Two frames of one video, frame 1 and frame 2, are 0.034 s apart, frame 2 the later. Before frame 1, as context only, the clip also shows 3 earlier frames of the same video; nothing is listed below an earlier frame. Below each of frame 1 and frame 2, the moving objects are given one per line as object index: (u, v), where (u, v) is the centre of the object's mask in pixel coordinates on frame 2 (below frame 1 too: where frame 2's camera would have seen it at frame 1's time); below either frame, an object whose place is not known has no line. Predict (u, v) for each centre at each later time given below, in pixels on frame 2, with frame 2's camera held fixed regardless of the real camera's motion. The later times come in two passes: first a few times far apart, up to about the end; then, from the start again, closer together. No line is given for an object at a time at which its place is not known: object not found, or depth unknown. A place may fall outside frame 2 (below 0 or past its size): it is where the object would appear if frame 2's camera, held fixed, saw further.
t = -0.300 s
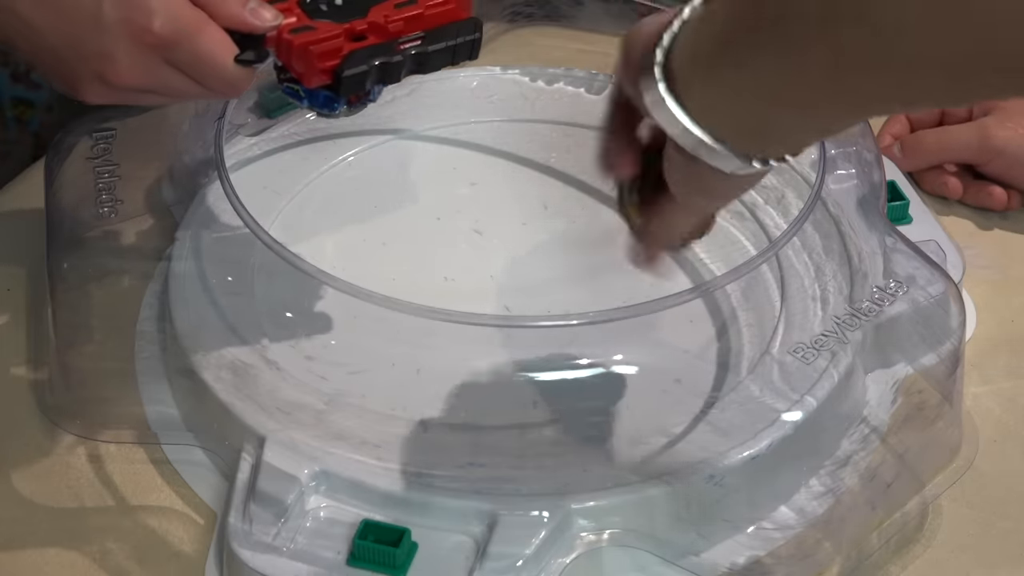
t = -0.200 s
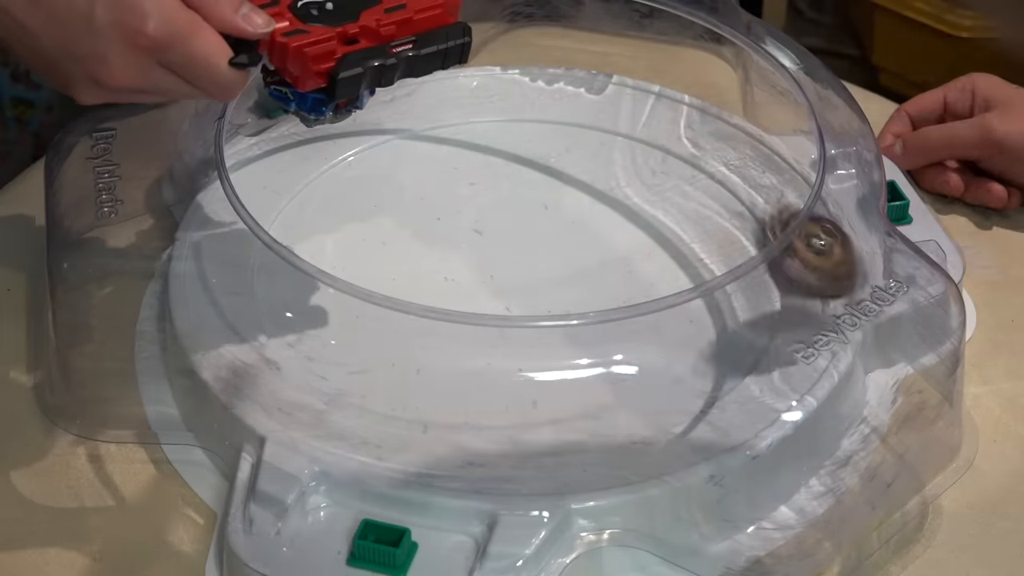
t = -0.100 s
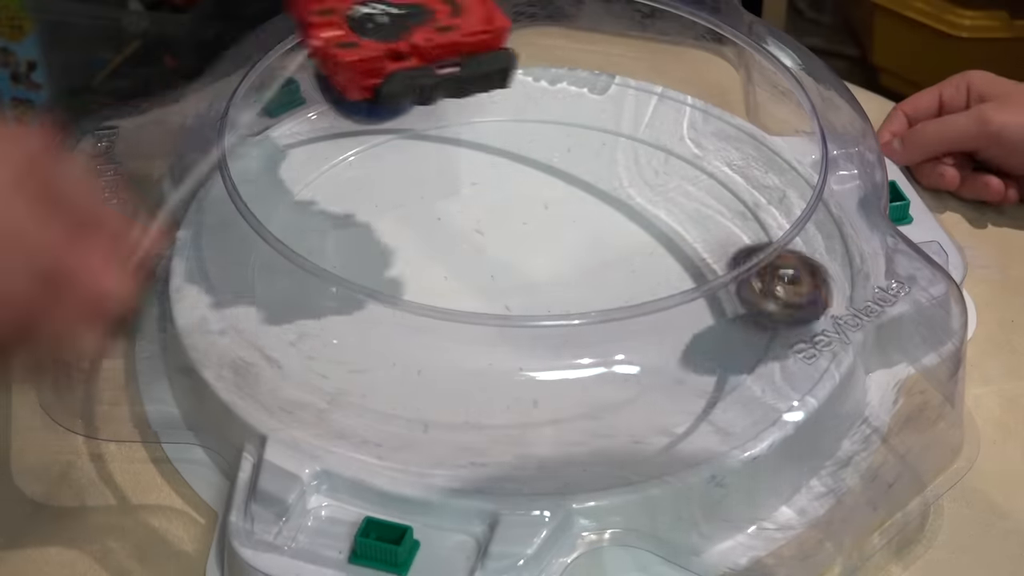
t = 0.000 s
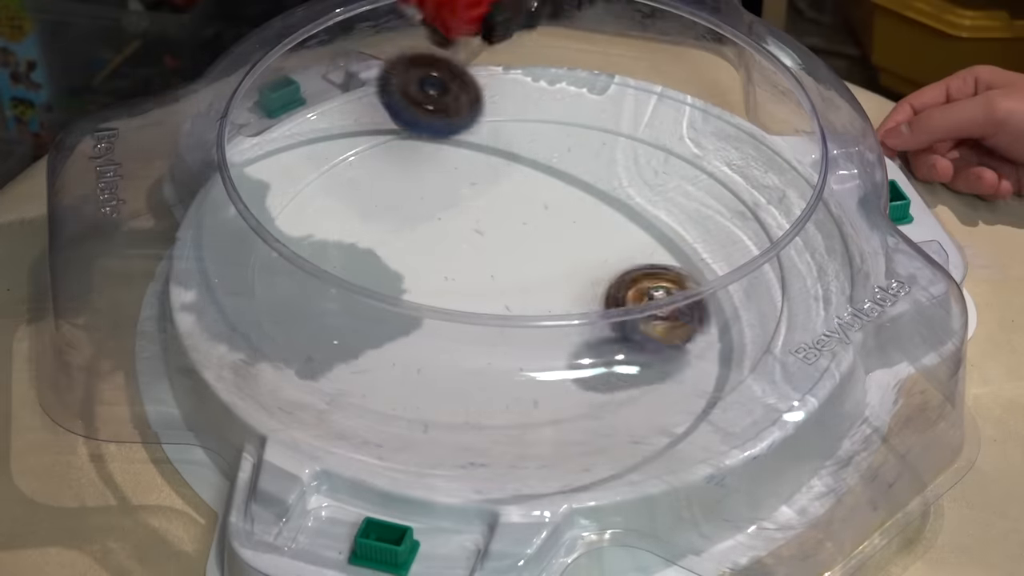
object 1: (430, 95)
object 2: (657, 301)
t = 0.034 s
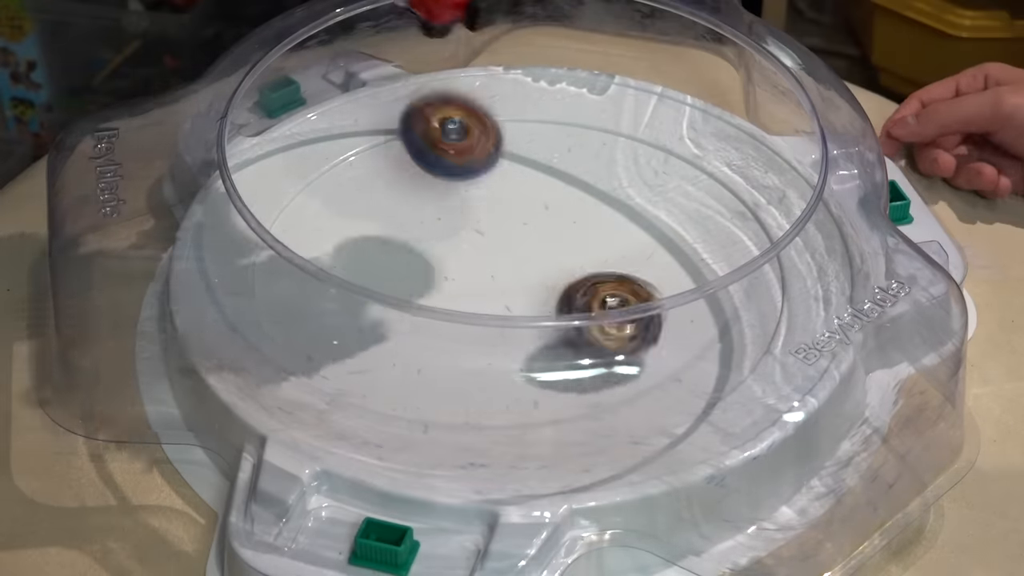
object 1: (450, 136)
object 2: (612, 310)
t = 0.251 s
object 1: (617, 217)
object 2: (416, 278)
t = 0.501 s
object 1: (684, 219)
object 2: (422, 274)
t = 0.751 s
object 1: (592, 236)
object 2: (454, 271)
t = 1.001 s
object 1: (732, 171)
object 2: (288, 265)
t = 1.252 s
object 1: (571, 225)
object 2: (490, 291)
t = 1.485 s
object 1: (635, 194)
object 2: (499, 388)
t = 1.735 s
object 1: (683, 249)
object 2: (597, 351)
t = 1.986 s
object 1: (734, 270)
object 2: (443, 264)
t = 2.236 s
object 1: (603, 282)
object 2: (403, 211)
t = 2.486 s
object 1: (427, 335)
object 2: (456, 207)
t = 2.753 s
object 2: (550, 179)
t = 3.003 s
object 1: (559, 325)
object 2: (557, 216)
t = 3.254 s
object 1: (464, 274)
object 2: (559, 197)
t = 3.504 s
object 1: (313, 240)
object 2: (565, 218)
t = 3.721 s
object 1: (307, 271)
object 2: (571, 254)
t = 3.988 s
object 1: (455, 258)
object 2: (611, 276)
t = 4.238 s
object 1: (359, 140)
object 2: (688, 284)
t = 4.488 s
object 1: (402, 202)
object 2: (597, 278)
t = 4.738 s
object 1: (452, 161)
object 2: (651, 369)
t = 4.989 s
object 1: (493, 138)
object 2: (583, 374)
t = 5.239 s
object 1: (559, 203)
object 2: (522, 278)
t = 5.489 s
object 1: (744, 226)
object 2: (335, 230)
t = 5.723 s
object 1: (703, 255)
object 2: (329, 228)
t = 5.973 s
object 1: (607, 300)
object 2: (425, 271)
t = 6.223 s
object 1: (639, 337)
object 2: (311, 196)
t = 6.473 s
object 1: (466, 307)
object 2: (470, 233)
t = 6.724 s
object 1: (414, 274)
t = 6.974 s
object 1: (461, 254)
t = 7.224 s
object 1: (365, 243)
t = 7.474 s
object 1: (500, 256)
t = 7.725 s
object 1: (522, 221)
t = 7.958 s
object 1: (504, 225)
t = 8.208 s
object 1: (534, 275)
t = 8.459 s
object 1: (612, 265)
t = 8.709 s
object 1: (577, 246)
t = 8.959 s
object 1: (513, 244)
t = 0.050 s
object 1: (461, 163)
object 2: (589, 313)
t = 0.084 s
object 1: (483, 203)
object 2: (550, 312)
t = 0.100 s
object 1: (497, 195)
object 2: (529, 314)
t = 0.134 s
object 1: (525, 192)
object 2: (495, 294)
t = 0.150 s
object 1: (540, 198)
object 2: (480, 292)
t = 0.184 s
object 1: (568, 221)
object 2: (451, 289)
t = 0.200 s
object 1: (579, 214)
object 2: (439, 286)
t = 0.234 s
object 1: (604, 211)
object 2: (424, 280)
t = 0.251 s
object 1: (617, 217)
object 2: (416, 278)
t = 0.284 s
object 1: (638, 220)
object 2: (408, 276)
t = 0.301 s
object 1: (647, 220)
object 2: (406, 274)
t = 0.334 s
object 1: (664, 219)
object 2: (405, 274)
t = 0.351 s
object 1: (671, 219)
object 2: (405, 273)
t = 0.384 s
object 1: (681, 217)
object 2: (408, 274)
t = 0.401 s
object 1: (684, 217)
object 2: (411, 274)
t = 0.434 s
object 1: (688, 215)
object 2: (414, 274)
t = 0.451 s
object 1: (688, 217)
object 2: (416, 275)
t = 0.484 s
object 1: (686, 219)
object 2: (419, 275)
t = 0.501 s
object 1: (684, 219)
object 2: (422, 274)
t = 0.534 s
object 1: (675, 222)
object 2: (427, 274)
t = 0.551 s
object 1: (671, 223)
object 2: (430, 273)
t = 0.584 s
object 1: (657, 226)
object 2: (435, 275)
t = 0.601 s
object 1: (650, 228)
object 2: (437, 274)
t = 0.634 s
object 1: (635, 231)
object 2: (445, 274)
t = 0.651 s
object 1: (626, 233)
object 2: (449, 274)
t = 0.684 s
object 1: (608, 235)
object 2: (460, 272)
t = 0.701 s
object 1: (599, 234)
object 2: (465, 271)
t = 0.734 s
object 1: (580, 238)
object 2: (475, 268)
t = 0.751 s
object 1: (592, 236)
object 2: (454, 271)
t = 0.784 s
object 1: (631, 216)
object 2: (409, 268)
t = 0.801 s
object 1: (647, 211)
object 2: (391, 263)
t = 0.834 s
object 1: (678, 199)
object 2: (345, 274)
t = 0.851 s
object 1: (689, 188)
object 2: (332, 271)
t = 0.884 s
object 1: (710, 183)
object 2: (305, 267)
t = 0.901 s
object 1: (718, 187)
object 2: (296, 267)
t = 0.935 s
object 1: (729, 168)
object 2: (280, 261)
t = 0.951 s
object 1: (733, 166)
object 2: (274, 261)
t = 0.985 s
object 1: (734, 169)
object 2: (280, 264)
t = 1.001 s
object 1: (732, 171)
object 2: (288, 265)
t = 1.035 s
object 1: (719, 173)
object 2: (308, 268)
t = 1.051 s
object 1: (712, 178)
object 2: (321, 267)
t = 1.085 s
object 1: (694, 185)
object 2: (345, 275)
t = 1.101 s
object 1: (683, 185)
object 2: (357, 278)
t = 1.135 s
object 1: (662, 195)
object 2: (387, 271)
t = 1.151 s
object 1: (649, 199)
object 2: (400, 274)
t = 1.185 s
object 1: (623, 206)
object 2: (430, 283)
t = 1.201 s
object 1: (611, 216)
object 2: (444, 284)
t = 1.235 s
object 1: (584, 219)
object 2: (475, 289)
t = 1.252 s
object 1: (571, 225)
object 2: (490, 291)
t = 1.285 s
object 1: (554, 238)
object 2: (500, 299)
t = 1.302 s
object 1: (559, 229)
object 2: (493, 299)
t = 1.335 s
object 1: (572, 214)
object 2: (492, 336)
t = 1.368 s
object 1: (585, 210)
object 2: (486, 353)
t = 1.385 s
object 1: (591, 200)
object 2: (486, 356)
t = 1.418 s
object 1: (607, 193)
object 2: (486, 377)
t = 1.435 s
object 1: (614, 195)
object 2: (485, 388)
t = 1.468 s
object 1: (627, 193)
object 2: (493, 387)
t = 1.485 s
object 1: (635, 194)
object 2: (499, 388)
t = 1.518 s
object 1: (648, 196)
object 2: (509, 389)
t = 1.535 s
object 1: (653, 198)
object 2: (514, 388)
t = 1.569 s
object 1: (664, 204)
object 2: (527, 385)
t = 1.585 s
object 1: (668, 207)
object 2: (536, 382)
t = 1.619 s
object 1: (677, 214)
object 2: (555, 375)
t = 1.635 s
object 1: (680, 217)
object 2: (563, 371)
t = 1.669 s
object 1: (684, 228)
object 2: (578, 360)
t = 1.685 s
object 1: (686, 234)
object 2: (583, 356)
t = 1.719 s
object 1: (684, 245)
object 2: (594, 350)
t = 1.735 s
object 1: (683, 249)
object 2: (597, 351)
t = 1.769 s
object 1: (677, 258)
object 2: (601, 331)
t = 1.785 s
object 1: (683, 258)
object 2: (599, 315)
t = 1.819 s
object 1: (700, 255)
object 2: (572, 317)
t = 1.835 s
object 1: (711, 263)
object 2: (553, 321)
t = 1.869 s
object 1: (725, 265)
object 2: (527, 306)
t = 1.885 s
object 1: (730, 267)
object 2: (516, 288)
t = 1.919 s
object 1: (736, 269)
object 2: (487, 284)
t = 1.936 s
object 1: (737, 269)
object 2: (476, 281)
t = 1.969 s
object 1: (734, 270)
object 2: (454, 269)
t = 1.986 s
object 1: (734, 270)
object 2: (443, 264)
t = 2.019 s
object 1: (728, 272)
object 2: (428, 251)
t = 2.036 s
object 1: (723, 275)
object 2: (424, 244)
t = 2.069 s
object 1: (709, 275)
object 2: (414, 235)
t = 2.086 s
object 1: (701, 277)
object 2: (410, 229)
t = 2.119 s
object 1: (681, 279)
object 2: (405, 223)
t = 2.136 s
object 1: (673, 278)
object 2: (403, 218)
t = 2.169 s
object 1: (649, 276)
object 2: (401, 214)
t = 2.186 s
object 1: (637, 277)
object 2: (401, 211)
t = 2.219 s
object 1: (616, 280)
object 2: (402, 210)
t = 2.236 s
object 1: (603, 282)
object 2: (403, 211)
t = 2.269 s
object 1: (578, 284)
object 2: (406, 212)
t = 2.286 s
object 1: (565, 286)
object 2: (408, 213)
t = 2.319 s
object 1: (539, 286)
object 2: (414, 214)
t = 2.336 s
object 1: (527, 288)
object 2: (418, 215)
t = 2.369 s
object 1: (504, 287)
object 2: (425, 219)
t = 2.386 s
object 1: (493, 287)
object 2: (428, 219)
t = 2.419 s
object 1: (472, 286)
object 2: (437, 226)
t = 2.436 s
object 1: (464, 287)
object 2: (439, 227)
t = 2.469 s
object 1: (433, 322)
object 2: (449, 218)
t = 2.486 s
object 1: (427, 335)
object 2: (456, 207)
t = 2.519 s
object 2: (469, 193)
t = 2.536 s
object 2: (474, 187)
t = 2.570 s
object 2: (489, 178)
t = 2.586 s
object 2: (496, 175)
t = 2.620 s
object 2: (511, 173)
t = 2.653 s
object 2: (524, 172)
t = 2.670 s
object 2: (529, 173)
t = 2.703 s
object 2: (540, 174)
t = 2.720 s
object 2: (544, 176)
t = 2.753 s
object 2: (550, 179)
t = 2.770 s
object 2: (551, 182)
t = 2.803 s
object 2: (553, 186)
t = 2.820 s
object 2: (554, 187)
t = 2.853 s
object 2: (556, 193)
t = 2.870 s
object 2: (556, 195)
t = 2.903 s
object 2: (556, 202)
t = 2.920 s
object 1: (556, 365)
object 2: (556, 205)
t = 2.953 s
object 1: (559, 350)
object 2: (557, 209)
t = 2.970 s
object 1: (560, 345)
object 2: (558, 211)
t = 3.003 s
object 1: (559, 325)
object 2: (557, 216)
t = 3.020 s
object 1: (556, 318)
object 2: (558, 219)
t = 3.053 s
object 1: (553, 293)
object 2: (558, 222)
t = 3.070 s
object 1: (550, 290)
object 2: (558, 223)
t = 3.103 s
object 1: (539, 282)
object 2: (563, 213)
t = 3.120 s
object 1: (533, 283)
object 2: (561, 211)
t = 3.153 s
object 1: (520, 285)
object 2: (562, 201)
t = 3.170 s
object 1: (513, 279)
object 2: (562, 199)
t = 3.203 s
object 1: (495, 280)
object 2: (561, 197)
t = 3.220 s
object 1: (485, 278)
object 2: (561, 197)
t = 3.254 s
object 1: (464, 274)
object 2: (559, 197)
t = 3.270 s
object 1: (453, 270)
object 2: (559, 197)
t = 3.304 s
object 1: (431, 266)
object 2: (560, 199)
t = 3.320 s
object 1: (420, 265)
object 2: (560, 201)
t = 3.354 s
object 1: (397, 260)
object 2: (561, 203)
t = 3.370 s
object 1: (386, 257)
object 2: (561, 204)
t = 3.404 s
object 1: (365, 253)
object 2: (563, 208)
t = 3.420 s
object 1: (354, 251)
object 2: (563, 209)
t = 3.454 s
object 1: (335, 245)
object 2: (563, 212)
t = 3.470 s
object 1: (327, 243)
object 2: (563, 213)
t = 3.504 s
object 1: (313, 240)
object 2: (565, 218)
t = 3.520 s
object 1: (296, 246)
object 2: (565, 220)
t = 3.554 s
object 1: (284, 247)
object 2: (565, 225)
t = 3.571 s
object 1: (278, 247)
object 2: (565, 227)
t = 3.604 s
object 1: (271, 250)
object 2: (566, 233)
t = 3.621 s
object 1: (271, 253)
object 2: (566, 236)
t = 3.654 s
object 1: (280, 258)
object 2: (567, 243)
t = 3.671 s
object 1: (286, 262)
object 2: (568, 246)
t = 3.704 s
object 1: (299, 267)
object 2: (570, 251)
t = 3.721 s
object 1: (307, 271)
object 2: (571, 254)
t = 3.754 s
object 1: (325, 276)
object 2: (572, 259)
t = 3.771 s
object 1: (335, 279)
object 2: (573, 261)
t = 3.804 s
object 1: (356, 283)
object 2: (576, 265)
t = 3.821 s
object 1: (367, 285)
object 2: (576, 267)
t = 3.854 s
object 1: (389, 287)
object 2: (577, 269)
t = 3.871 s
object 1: (403, 283)
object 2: (578, 270)
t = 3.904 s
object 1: (429, 277)
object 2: (580, 271)
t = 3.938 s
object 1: (453, 273)
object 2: (578, 271)
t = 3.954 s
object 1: (465, 270)
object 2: (579, 271)
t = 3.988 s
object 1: (455, 258)
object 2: (611, 276)
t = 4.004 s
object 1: (448, 247)
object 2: (625, 274)
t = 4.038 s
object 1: (434, 228)
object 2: (652, 273)
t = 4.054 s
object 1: (425, 218)
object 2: (661, 274)
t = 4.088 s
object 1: (411, 197)
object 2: (678, 280)
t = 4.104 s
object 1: (404, 189)
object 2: (686, 284)
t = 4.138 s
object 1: (390, 174)
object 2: (694, 286)
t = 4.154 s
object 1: (385, 166)
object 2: (696, 286)
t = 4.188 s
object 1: (373, 154)
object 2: (694, 287)
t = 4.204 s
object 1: (368, 147)
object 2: (692, 285)
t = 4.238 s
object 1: (359, 140)
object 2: (688, 284)
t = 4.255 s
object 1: (355, 138)
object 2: (686, 285)
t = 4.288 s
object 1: (349, 136)
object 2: (679, 283)
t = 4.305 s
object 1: (349, 139)
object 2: (671, 275)
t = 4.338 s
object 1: (351, 147)
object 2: (661, 277)
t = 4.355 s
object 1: (354, 152)
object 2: (656, 277)
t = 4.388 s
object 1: (360, 162)
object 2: (643, 279)
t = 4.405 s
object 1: (366, 169)
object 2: (637, 279)
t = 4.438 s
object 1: (378, 183)
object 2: (622, 280)
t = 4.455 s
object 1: (385, 190)
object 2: (614, 280)
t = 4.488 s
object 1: (402, 202)
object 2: (597, 278)
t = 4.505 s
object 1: (411, 208)
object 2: (587, 278)
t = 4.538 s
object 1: (432, 221)
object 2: (568, 276)
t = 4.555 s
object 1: (444, 226)
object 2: (557, 274)
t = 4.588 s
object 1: (453, 223)
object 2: (561, 284)
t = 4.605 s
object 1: (451, 213)
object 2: (573, 287)
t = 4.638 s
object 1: (445, 197)
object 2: (602, 318)
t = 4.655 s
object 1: (443, 189)
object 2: (612, 324)
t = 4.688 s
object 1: (446, 177)
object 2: (636, 354)
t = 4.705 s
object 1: (446, 170)
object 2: (639, 355)
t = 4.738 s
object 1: (452, 161)
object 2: (651, 369)
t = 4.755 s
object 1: (455, 155)
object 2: (657, 372)
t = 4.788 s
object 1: (460, 145)
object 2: (660, 385)
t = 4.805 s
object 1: (464, 143)
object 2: (658, 386)
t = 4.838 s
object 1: (470, 136)
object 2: (649, 388)
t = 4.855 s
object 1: (472, 133)
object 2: (643, 390)
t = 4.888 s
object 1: (479, 132)
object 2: (629, 395)
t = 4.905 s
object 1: (481, 130)
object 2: (621, 391)
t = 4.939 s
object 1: (486, 134)
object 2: (605, 384)
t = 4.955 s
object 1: (489, 135)
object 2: (596, 384)
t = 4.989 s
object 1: (493, 138)
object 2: (583, 374)
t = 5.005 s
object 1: (497, 142)
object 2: (576, 372)
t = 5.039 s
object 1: (504, 147)
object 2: (560, 362)
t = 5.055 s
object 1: (506, 151)
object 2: (552, 359)
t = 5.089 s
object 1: (515, 161)
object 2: (541, 352)
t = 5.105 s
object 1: (518, 163)
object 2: (540, 335)
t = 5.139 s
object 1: (526, 175)
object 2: (535, 320)
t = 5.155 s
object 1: (531, 179)
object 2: (533, 314)
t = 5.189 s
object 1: (538, 189)
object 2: (530, 291)
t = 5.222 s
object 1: (552, 201)
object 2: (524, 283)
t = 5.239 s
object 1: (559, 203)
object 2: (522, 278)
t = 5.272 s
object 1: (583, 217)
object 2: (505, 272)
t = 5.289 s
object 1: (602, 215)
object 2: (485, 269)
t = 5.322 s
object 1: (643, 218)
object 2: (450, 264)
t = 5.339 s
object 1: (659, 219)
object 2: (434, 262)
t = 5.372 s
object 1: (691, 223)
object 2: (406, 255)
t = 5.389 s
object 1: (703, 223)
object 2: (394, 251)
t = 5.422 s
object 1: (724, 227)
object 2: (373, 244)
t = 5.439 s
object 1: (731, 226)
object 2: (362, 240)
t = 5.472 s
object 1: (741, 226)
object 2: (343, 234)
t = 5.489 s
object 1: (744, 226)
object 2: (335, 230)
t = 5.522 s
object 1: (753, 234)
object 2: (320, 224)
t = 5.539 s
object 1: (753, 236)
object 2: (313, 221)
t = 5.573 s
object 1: (752, 238)
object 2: (306, 219)
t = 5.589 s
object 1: (750, 240)
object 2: (304, 218)
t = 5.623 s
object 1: (743, 245)
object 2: (305, 219)
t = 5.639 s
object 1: (739, 247)
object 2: (306, 220)
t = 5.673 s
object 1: (722, 246)
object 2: (313, 222)
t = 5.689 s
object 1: (718, 249)
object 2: (318, 224)
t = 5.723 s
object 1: (703, 255)
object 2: (329, 228)
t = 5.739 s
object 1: (693, 259)
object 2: (336, 232)
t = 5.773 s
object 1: (677, 266)
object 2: (352, 238)
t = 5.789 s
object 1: (665, 270)
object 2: (362, 241)
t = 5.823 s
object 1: (646, 275)
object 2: (381, 250)
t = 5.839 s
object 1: (635, 278)
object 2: (392, 255)
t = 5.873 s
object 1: (614, 284)
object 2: (414, 265)
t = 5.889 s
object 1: (603, 286)
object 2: (425, 271)
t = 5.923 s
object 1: (583, 291)
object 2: (449, 277)
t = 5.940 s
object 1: (571, 293)
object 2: (460, 281)
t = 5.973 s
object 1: (607, 300)
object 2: (425, 271)
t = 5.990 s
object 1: (628, 321)
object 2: (401, 262)
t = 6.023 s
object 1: (670, 332)
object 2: (356, 245)
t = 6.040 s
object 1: (690, 335)
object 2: (336, 235)
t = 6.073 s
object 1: (717, 340)
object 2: (312, 217)
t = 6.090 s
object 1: (711, 338)
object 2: (300, 209)
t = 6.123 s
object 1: (698, 339)
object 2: (288, 198)
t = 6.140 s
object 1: (690, 340)
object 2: (286, 192)
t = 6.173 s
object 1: (673, 336)
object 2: (288, 194)
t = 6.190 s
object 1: (662, 338)
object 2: (295, 195)
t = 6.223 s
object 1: (639, 337)
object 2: (311, 196)
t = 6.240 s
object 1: (627, 337)
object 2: (320, 197)
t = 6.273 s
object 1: (601, 325)
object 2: (341, 203)
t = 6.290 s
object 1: (591, 322)
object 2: (350, 205)
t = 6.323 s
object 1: (564, 321)
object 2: (373, 214)
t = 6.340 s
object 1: (550, 315)
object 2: (385, 218)
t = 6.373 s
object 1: (525, 298)
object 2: (407, 225)
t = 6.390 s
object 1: (517, 298)
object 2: (419, 232)
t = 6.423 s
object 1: (495, 302)
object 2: (440, 240)
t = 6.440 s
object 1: (483, 302)
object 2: (449, 240)
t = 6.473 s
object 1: (466, 307)
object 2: (470, 233)
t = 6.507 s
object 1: (453, 308)
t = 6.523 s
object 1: (448, 313)
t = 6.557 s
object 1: (438, 310)
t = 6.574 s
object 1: (434, 305)
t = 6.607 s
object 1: (425, 302)
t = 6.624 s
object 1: (422, 300)
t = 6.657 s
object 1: (416, 293)
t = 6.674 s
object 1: (415, 292)
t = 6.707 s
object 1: (415, 279)
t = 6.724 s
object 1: (414, 274)
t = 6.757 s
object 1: (417, 272)
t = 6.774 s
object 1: (420, 273)
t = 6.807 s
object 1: (424, 270)
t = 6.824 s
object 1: (427, 269)
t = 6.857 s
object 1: (433, 266)
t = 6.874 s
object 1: (436, 261)
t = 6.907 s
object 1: (444, 257)
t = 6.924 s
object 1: (449, 258)
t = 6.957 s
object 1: (458, 253)
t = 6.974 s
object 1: (461, 254)
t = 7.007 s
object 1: (436, 249)
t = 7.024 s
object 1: (416, 244)
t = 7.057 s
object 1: (388, 241)
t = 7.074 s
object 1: (376, 241)
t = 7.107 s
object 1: (360, 238)
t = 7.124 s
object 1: (353, 236)
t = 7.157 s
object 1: (350, 237)
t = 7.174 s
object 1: (352, 238)
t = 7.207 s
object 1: (360, 242)
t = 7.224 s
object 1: (365, 243)
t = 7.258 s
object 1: (380, 247)
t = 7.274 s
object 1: (388, 249)
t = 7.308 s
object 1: (407, 252)
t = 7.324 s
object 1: (417, 254)
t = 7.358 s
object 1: (437, 255)
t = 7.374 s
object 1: (447, 255)
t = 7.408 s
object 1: (464, 256)
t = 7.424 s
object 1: (474, 256)
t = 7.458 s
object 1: (490, 256)
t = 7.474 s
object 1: (500, 256)
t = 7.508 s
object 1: (515, 255)
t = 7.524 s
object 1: (524, 255)
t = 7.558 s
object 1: (535, 252)
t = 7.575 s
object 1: (534, 248)
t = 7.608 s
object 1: (527, 241)
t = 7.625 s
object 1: (527, 237)
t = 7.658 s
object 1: (525, 232)
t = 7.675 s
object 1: (524, 228)
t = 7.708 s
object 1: (522, 223)
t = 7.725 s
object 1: (522, 221)
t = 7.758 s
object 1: (518, 218)
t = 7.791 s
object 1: (515, 216)
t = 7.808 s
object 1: (514, 216)
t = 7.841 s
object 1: (512, 215)
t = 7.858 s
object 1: (510, 217)
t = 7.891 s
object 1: (508, 219)
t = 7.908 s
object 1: (507, 220)
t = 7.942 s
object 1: (503, 224)
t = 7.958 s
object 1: (504, 225)
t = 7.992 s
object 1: (503, 231)
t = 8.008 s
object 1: (504, 235)
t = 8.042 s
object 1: (504, 241)
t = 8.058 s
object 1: (506, 244)
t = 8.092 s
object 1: (508, 252)
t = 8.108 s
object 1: (511, 256)
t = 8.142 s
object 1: (518, 263)
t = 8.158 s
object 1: (521, 268)
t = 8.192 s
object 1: (530, 274)
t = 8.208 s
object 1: (534, 275)
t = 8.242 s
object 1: (544, 280)
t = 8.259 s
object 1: (548, 281)
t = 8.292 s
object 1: (562, 283)
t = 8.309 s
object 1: (569, 282)
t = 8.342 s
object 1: (584, 278)
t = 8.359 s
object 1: (590, 277)
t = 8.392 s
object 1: (598, 274)
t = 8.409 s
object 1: (604, 272)
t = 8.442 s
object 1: (608, 268)
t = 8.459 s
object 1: (612, 265)
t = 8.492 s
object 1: (612, 262)
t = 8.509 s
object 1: (613, 260)
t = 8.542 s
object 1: (612, 256)
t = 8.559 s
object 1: (611, 253)
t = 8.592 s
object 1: (608, 251)
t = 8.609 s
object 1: (604, 249)
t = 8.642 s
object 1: (598, 247)
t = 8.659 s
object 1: (594, 246)
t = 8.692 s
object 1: (582, 245)
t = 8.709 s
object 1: (577, 246)
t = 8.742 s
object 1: (564, 246)
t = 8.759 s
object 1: (560, 247)
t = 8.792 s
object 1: (546, 248)
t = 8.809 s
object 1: (540, 250)
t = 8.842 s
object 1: (531, 251)
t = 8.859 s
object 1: (529, 249)
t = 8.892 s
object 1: (523, 248)
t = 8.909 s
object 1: (520, 247)
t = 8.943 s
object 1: (515, 246)
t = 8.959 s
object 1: (513, 244)
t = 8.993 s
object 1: (506, 243)
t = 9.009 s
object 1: (504, 243)
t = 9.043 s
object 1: (502, 238)
